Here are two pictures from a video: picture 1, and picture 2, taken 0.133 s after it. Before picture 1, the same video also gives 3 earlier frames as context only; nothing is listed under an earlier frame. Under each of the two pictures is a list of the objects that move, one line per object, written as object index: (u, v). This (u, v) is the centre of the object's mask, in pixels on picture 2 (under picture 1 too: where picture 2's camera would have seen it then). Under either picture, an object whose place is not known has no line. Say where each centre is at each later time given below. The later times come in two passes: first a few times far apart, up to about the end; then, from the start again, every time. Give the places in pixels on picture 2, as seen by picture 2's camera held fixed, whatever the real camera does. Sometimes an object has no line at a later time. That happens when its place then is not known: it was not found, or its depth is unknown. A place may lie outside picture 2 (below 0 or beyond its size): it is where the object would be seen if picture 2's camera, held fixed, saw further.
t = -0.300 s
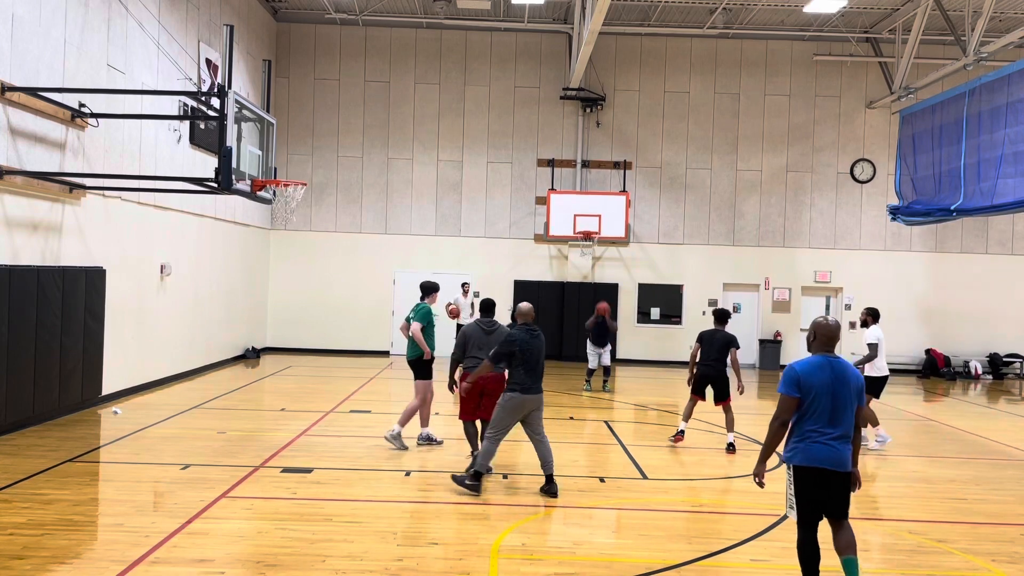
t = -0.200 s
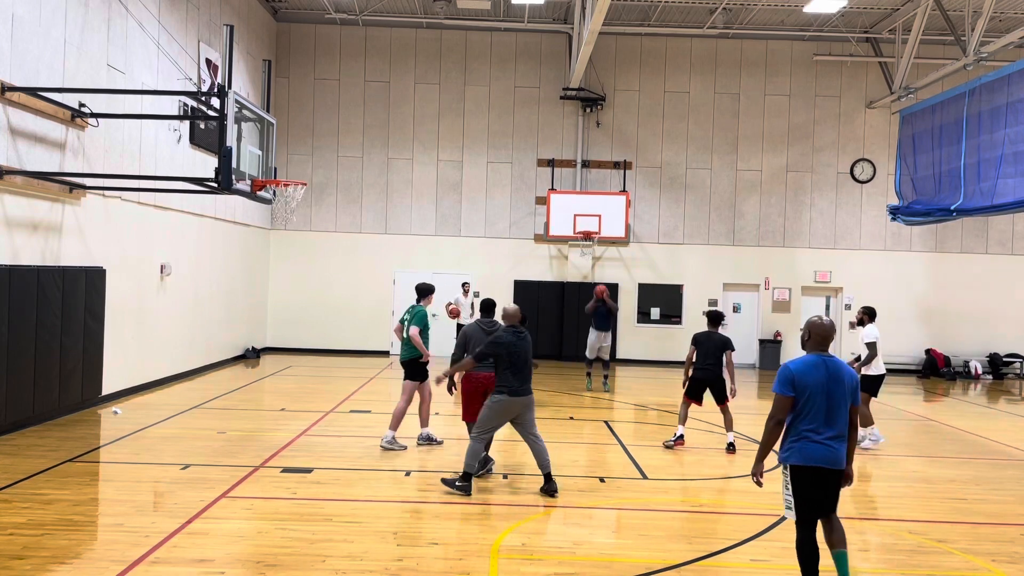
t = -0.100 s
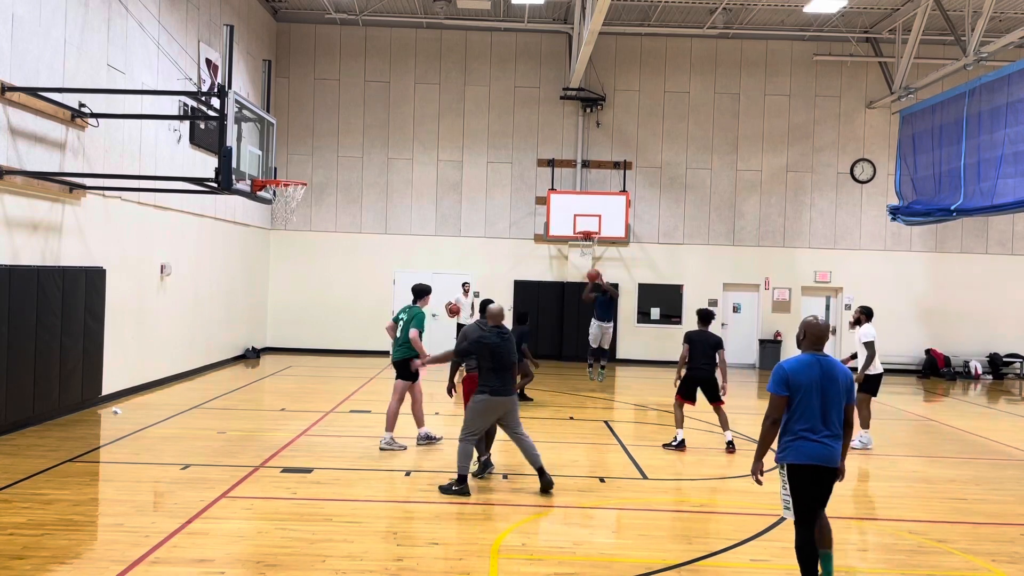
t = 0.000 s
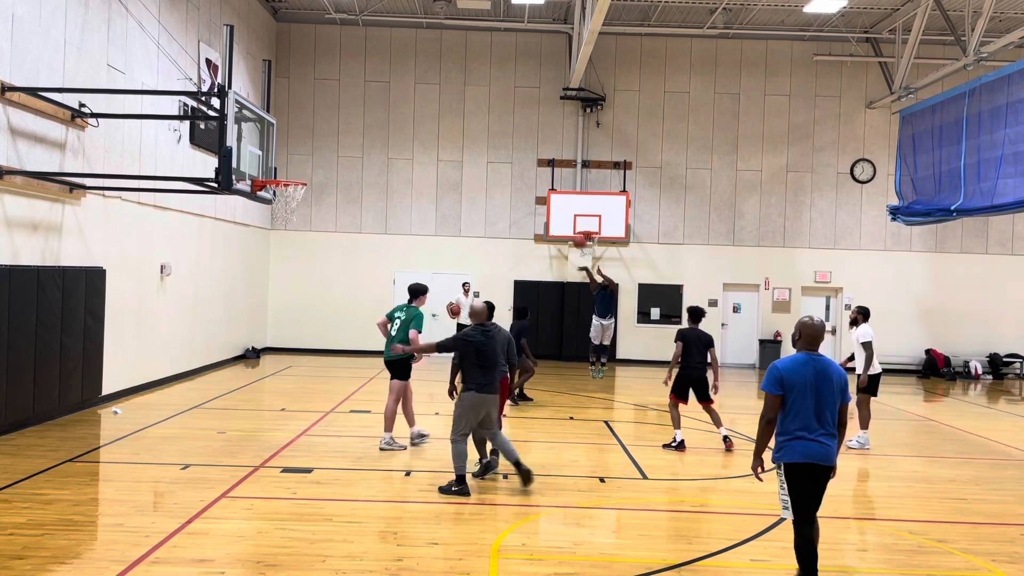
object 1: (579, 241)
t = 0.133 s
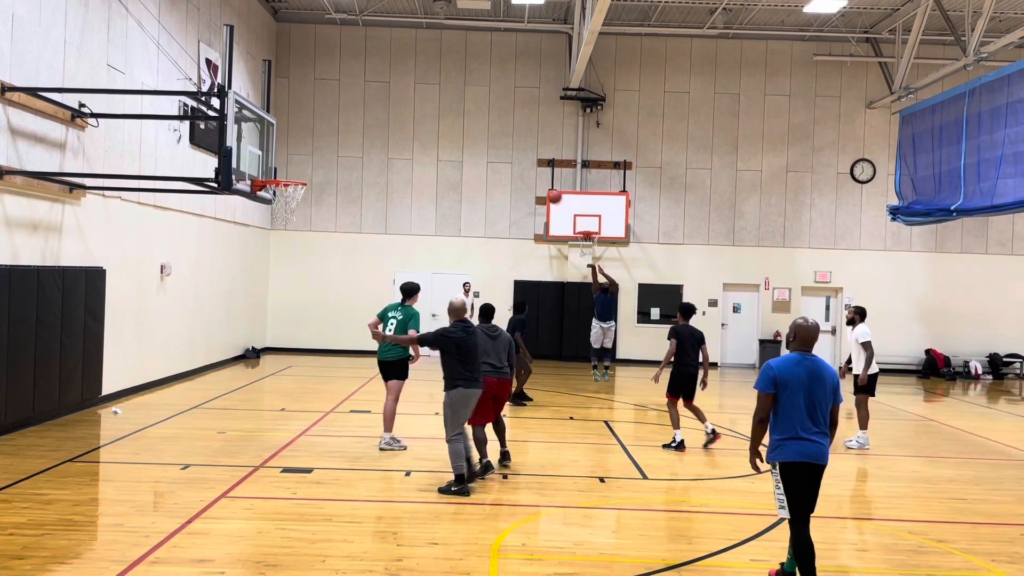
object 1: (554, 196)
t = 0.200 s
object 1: (542, 178)
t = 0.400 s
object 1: (500, 132)
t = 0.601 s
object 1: (452, 108)
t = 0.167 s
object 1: (548, 188)
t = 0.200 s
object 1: (542, 178)
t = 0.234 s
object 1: (535, 169)
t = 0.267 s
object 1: (529, 161)
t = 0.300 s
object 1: (522, 152)
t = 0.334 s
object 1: (514, 145)
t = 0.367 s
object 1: (507, 138)
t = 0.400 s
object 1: (500, 132)
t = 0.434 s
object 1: (493, 127)
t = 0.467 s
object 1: (485, 122)
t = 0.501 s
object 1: (477, 117)
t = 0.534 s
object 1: (469, 113)
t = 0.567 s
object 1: (461, 110)
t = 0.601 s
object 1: (452, 108)
